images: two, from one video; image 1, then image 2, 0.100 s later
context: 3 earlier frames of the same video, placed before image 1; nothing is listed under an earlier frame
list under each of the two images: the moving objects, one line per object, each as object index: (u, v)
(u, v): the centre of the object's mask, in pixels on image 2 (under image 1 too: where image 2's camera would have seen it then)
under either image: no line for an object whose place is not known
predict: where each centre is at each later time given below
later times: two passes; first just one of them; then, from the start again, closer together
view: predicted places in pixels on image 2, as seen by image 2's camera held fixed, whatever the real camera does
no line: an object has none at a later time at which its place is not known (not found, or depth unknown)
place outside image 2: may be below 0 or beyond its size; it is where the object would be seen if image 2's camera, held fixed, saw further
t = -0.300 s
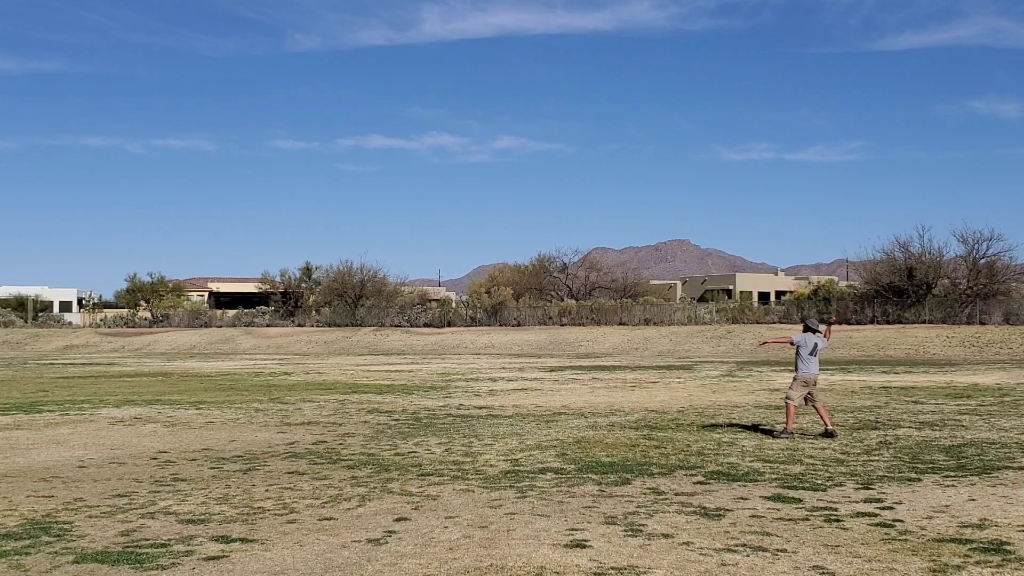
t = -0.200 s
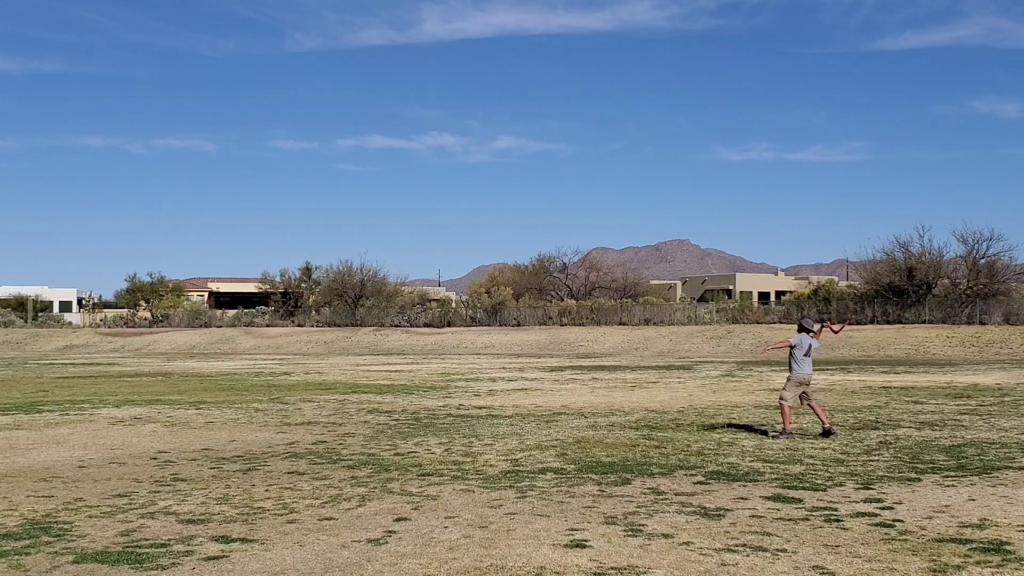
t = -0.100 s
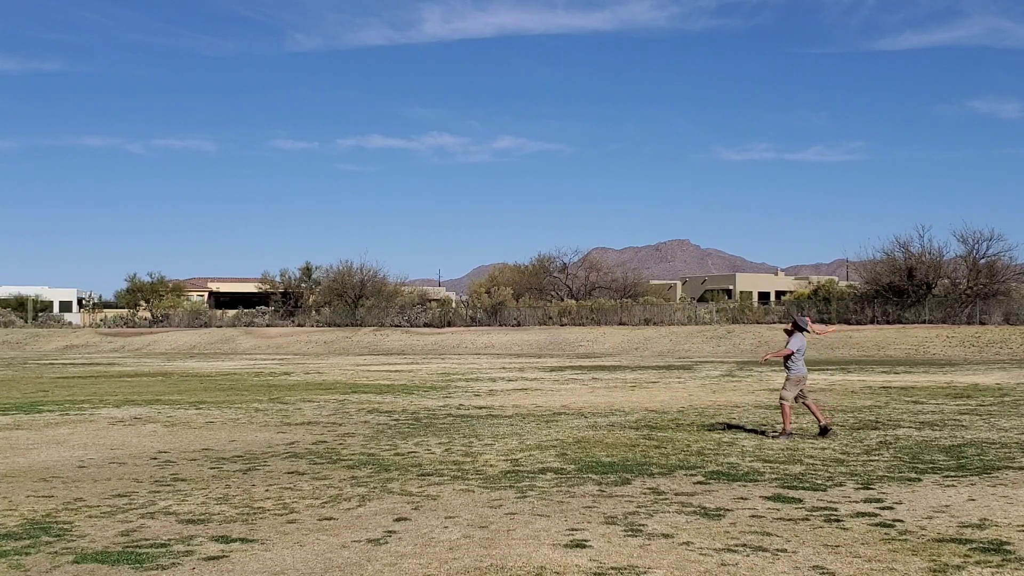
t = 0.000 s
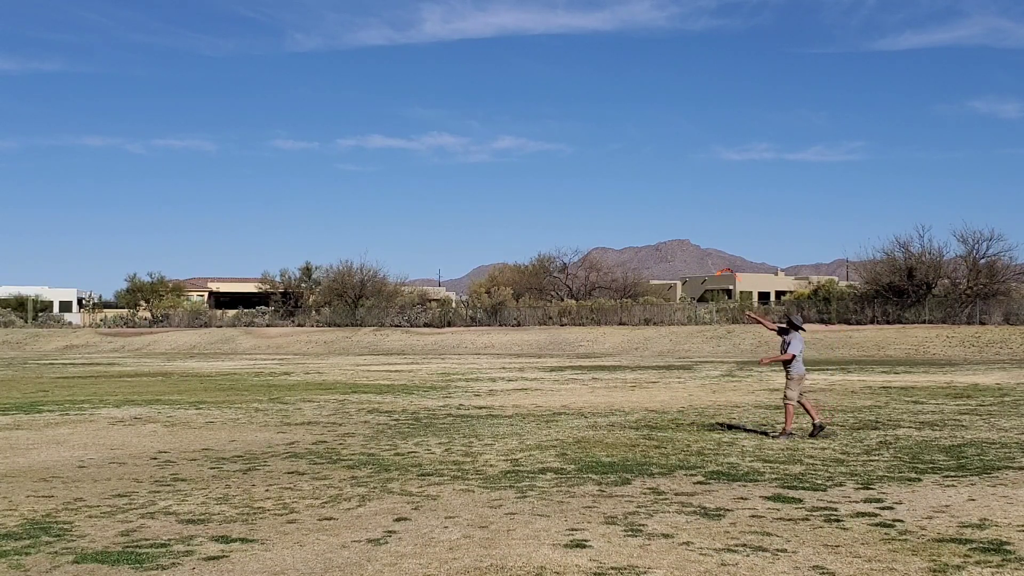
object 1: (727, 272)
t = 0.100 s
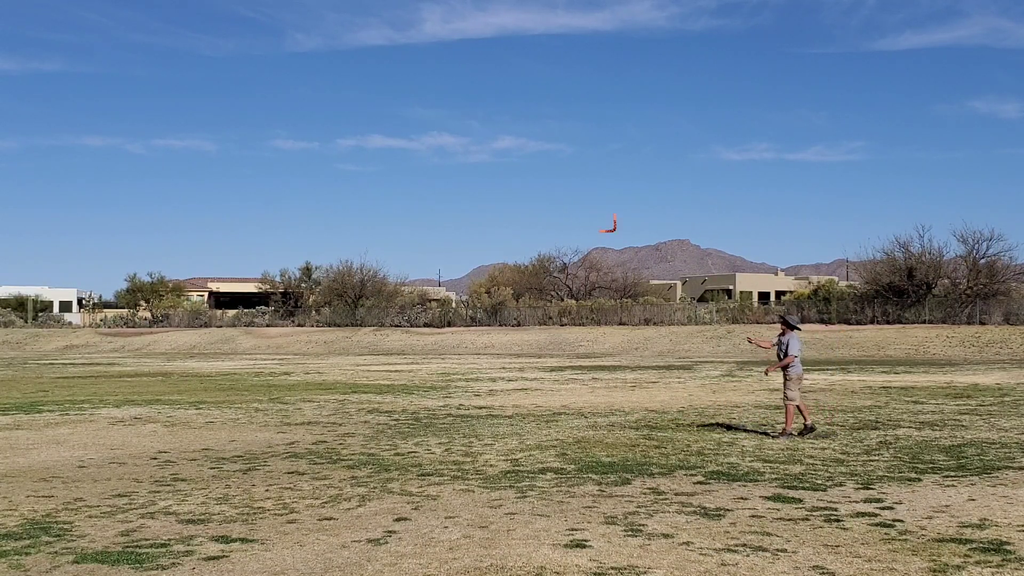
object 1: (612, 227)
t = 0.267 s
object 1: (422, 151)
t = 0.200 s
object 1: (496, 181)
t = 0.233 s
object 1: (458, 166)
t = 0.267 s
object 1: (422, 151)
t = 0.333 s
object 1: (342, 120)
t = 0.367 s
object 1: (301, 107)
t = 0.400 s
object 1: (262, 93)
